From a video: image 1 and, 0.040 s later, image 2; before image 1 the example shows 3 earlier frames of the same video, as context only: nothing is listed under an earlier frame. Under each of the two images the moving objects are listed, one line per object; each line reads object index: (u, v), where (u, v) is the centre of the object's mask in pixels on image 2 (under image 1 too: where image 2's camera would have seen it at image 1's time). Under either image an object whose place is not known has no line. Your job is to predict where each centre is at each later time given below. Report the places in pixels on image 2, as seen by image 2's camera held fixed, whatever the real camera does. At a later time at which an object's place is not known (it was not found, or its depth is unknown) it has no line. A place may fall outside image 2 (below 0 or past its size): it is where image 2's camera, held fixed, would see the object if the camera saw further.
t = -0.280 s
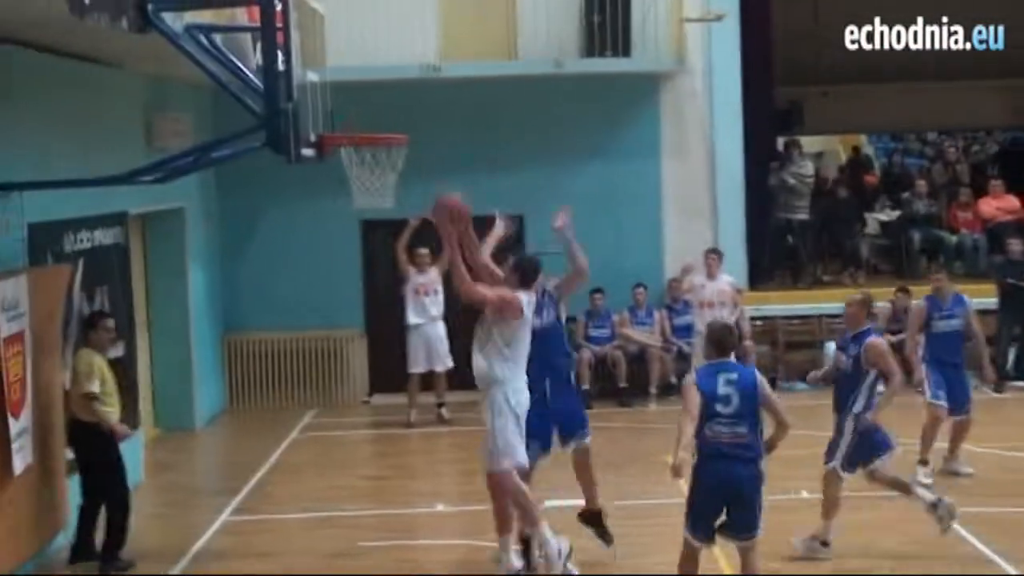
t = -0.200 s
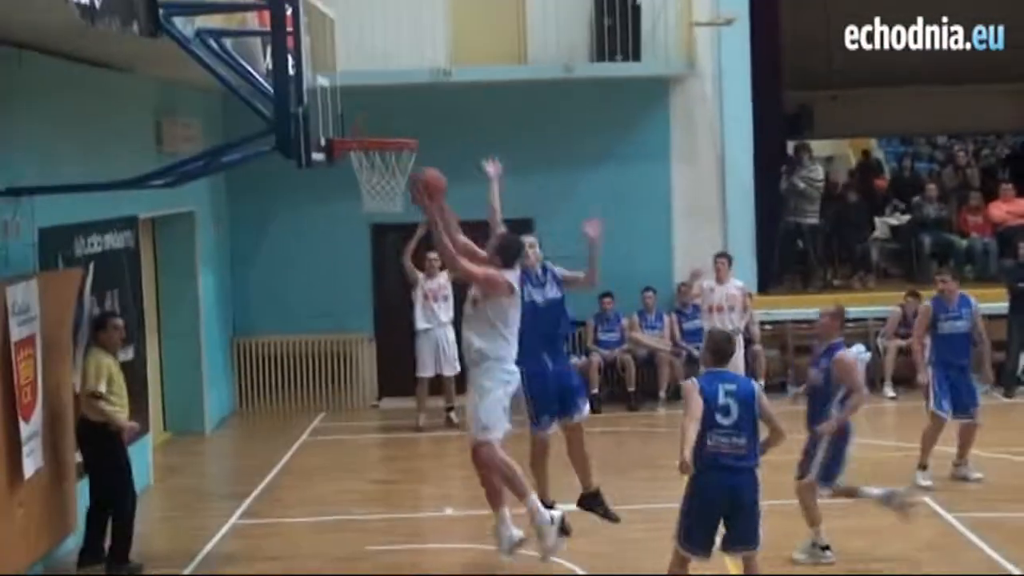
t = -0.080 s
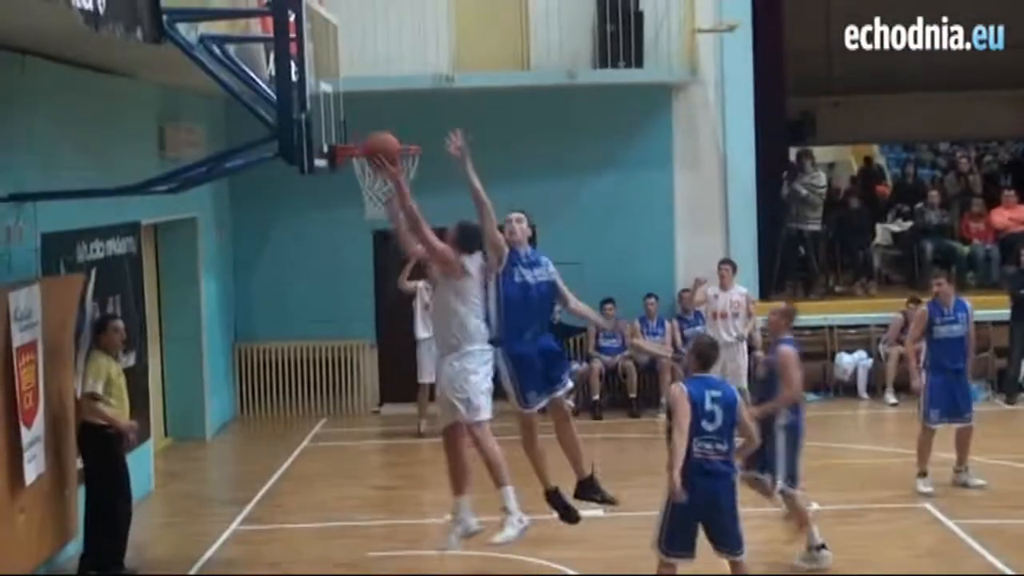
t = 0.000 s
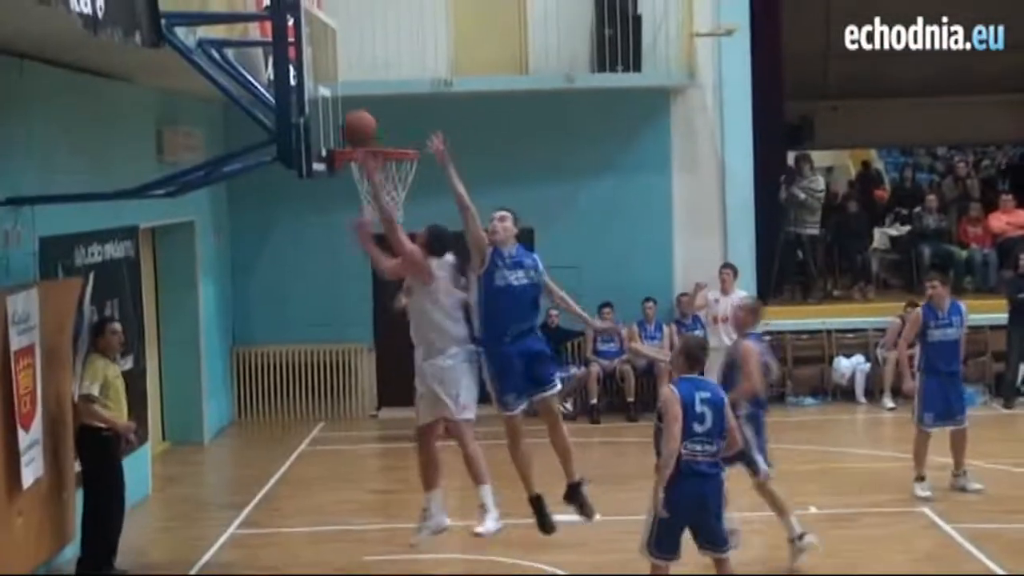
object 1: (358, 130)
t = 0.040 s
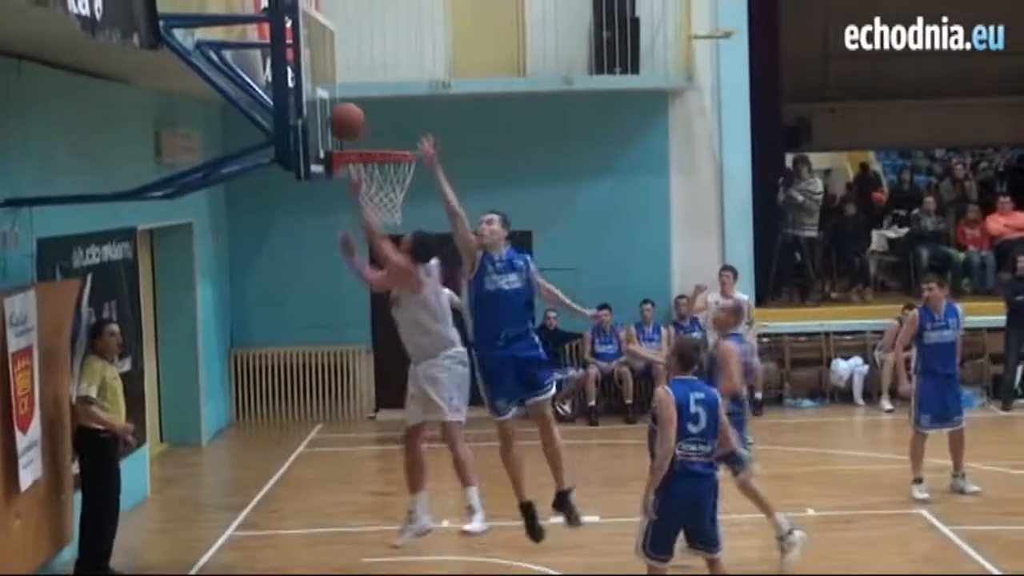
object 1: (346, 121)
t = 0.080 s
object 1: (337, 115)
